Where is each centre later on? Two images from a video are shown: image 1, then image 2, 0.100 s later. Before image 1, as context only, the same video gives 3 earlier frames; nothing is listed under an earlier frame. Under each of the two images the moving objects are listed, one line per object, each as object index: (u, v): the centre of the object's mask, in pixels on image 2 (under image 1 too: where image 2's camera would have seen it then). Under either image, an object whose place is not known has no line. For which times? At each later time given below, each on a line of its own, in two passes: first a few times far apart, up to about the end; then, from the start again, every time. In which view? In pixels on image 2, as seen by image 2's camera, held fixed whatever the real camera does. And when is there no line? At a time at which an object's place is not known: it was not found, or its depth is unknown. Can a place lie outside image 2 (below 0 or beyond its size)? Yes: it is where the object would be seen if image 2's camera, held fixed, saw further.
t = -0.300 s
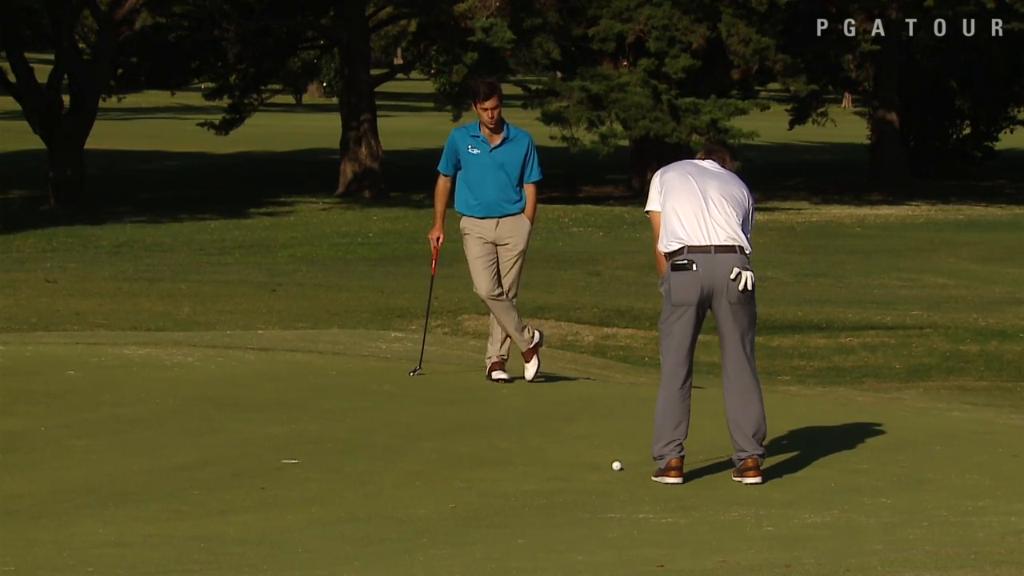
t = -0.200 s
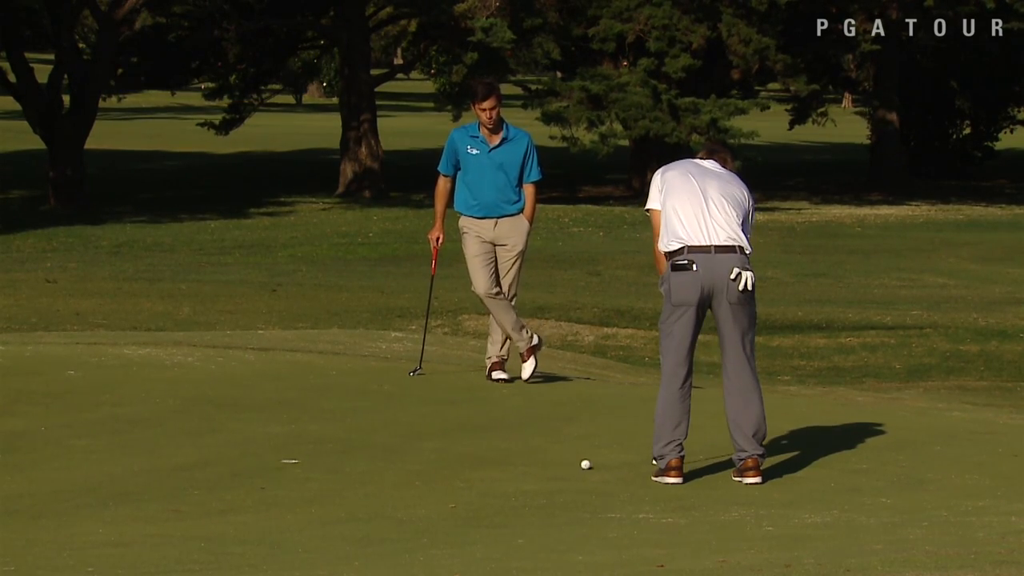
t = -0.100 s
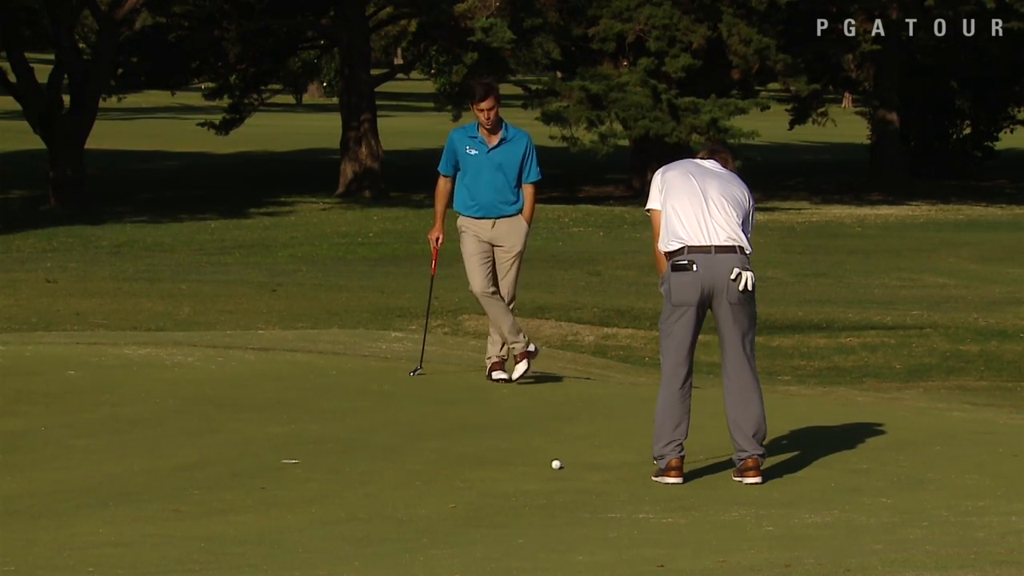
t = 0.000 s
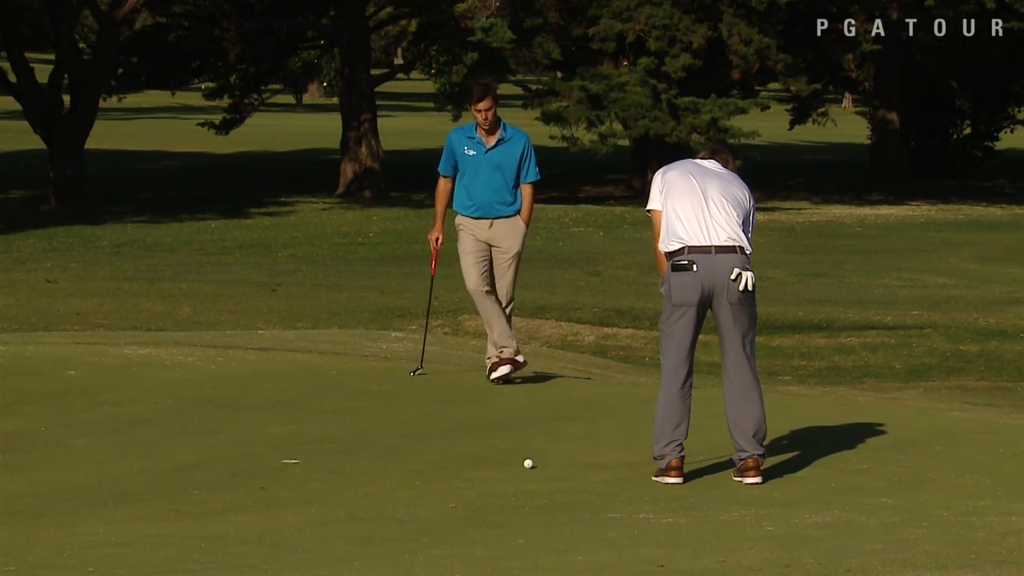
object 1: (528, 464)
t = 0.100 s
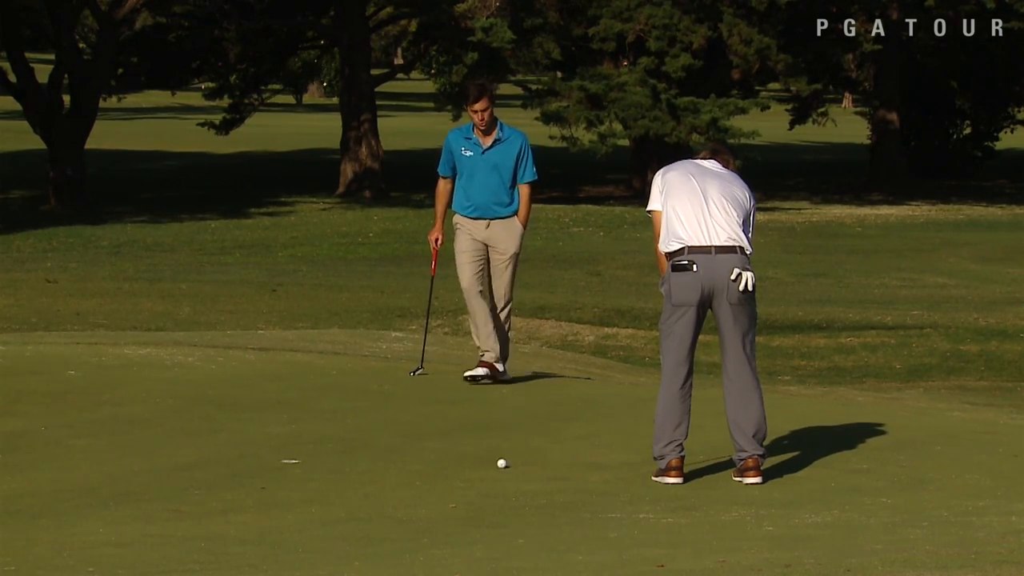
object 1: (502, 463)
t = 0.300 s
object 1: (453, 462)
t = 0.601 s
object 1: (392, 461)
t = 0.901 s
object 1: (341, 459)
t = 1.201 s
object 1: (304, 457)
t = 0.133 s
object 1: (493, 463)
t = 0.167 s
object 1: (485, 463)
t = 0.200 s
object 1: (477, 463)
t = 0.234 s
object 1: (468, 462)
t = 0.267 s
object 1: (461, 462)
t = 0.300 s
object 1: (453, 462)
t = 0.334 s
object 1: (446, 462)
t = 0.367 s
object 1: (438, 462)
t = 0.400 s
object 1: (431, 461)
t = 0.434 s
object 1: (424, 461)
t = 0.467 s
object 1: (417, 461)
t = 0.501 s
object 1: (411, 461)
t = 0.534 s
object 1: (404, 461)
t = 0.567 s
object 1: (398, 461)
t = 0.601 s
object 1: (392, 461)
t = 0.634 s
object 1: (385, 460)
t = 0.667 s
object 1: (379, 460)
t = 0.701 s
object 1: (374, 460)
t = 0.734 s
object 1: (368, 460)
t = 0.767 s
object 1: (362, 460)
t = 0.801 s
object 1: (357, 460)
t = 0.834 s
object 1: (351, 459)
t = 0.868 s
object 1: (346, 459)
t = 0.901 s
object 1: (341, 459)
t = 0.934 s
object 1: (337, 459)
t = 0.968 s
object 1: (332, 458)
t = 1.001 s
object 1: (328, 458)
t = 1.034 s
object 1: (323, 458)
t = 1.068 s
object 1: (319, 458)
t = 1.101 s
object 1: (315, 457)
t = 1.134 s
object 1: (312, 457)
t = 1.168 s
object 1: (308, 457)
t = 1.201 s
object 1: (304, 457)
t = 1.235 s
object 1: (301, 457)
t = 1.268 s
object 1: (298, 457)
